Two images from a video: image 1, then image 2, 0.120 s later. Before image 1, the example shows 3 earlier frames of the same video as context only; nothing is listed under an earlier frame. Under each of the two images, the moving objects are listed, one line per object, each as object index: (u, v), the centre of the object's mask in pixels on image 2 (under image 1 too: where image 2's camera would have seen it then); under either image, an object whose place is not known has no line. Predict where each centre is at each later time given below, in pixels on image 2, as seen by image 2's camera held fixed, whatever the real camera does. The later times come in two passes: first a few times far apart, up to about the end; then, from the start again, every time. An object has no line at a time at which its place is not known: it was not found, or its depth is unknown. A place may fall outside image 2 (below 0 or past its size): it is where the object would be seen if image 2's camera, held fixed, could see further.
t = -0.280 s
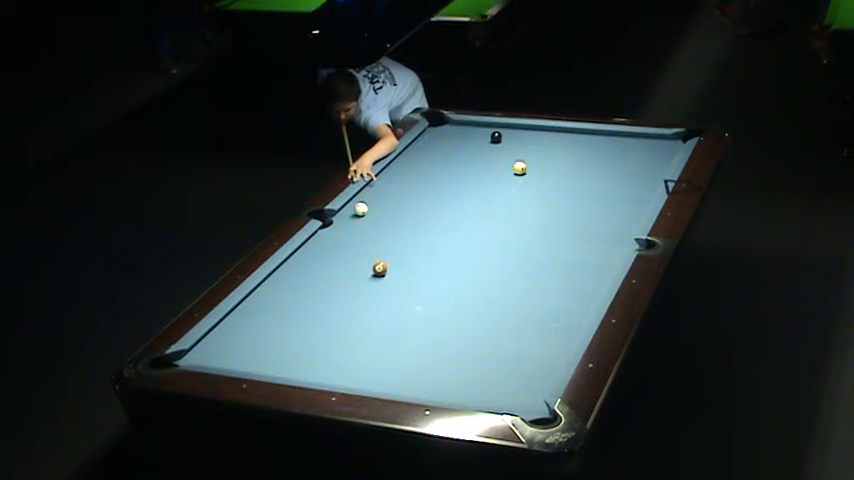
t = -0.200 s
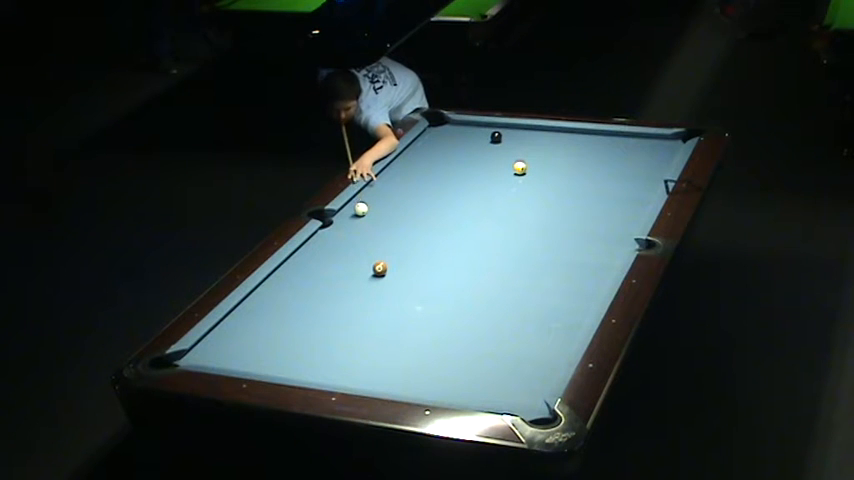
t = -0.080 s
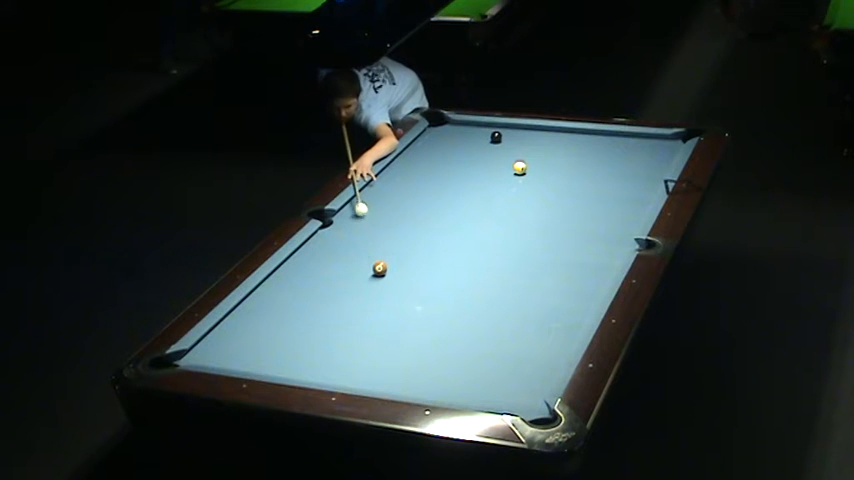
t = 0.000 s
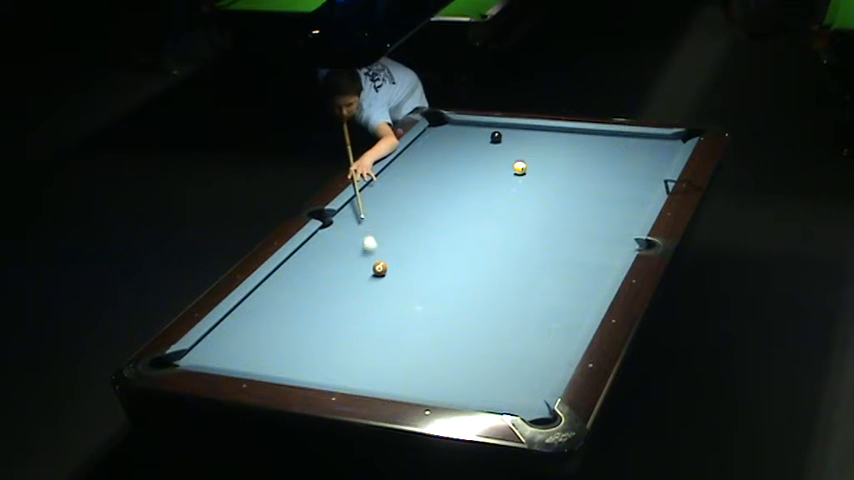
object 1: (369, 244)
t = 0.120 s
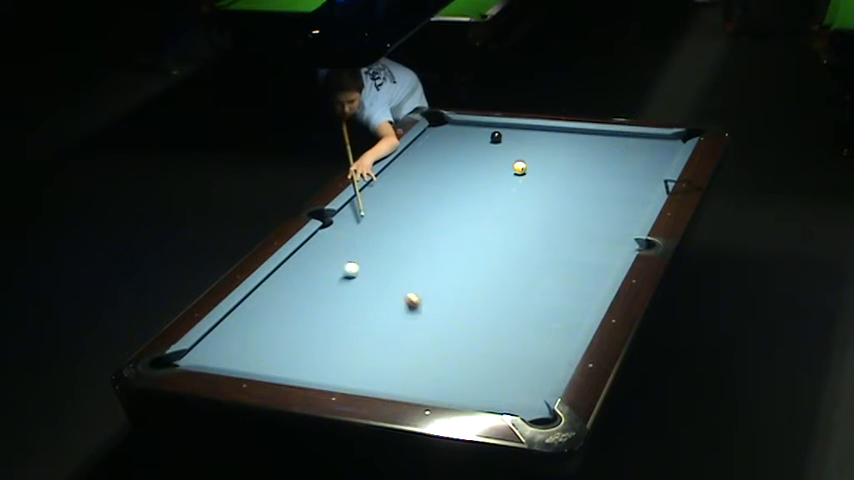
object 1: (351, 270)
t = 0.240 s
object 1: (319, 282)
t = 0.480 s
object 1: (263, 317)
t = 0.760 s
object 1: (196, 359)
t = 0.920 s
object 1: (173, 366)
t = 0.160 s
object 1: (340, 274)
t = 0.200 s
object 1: (329, 278)
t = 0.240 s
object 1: (319, 282)
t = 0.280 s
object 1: (309, 287)
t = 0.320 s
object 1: (300, 292)
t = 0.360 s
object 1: (291, 298)
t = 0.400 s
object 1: (282, 305)
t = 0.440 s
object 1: (272, 311)
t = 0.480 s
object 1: (263, 317)
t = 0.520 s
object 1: (254, 324)
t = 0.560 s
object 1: (245, 330)
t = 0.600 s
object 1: (235, 337)
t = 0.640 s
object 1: (225, 344)
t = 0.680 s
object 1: (215, 351)
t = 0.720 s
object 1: (206, 356)
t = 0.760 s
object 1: (196, 359)
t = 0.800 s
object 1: (188, 358)
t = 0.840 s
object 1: (178, 357)
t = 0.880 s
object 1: (175, 360)
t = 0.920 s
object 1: (173, 366)
